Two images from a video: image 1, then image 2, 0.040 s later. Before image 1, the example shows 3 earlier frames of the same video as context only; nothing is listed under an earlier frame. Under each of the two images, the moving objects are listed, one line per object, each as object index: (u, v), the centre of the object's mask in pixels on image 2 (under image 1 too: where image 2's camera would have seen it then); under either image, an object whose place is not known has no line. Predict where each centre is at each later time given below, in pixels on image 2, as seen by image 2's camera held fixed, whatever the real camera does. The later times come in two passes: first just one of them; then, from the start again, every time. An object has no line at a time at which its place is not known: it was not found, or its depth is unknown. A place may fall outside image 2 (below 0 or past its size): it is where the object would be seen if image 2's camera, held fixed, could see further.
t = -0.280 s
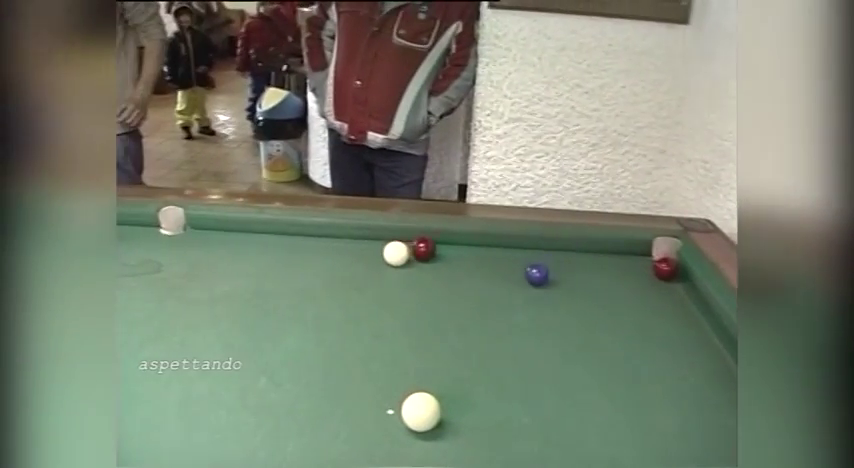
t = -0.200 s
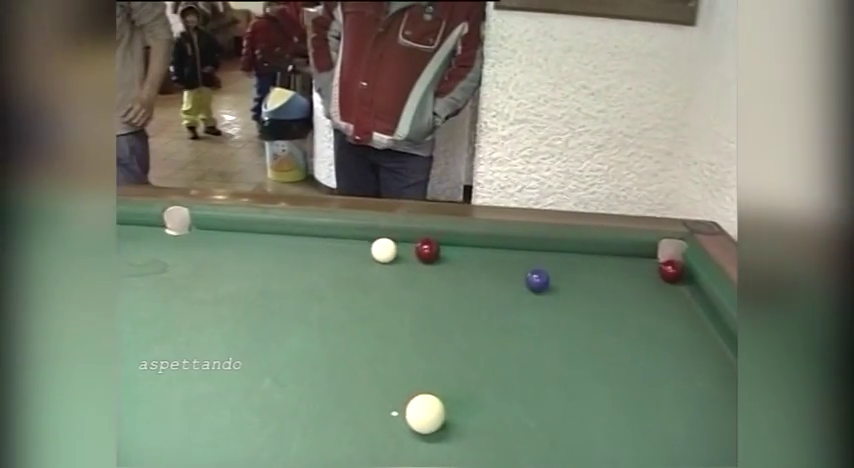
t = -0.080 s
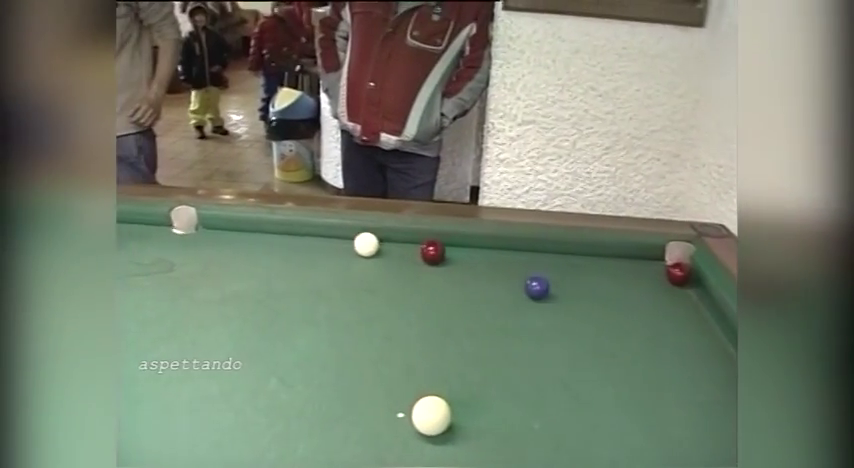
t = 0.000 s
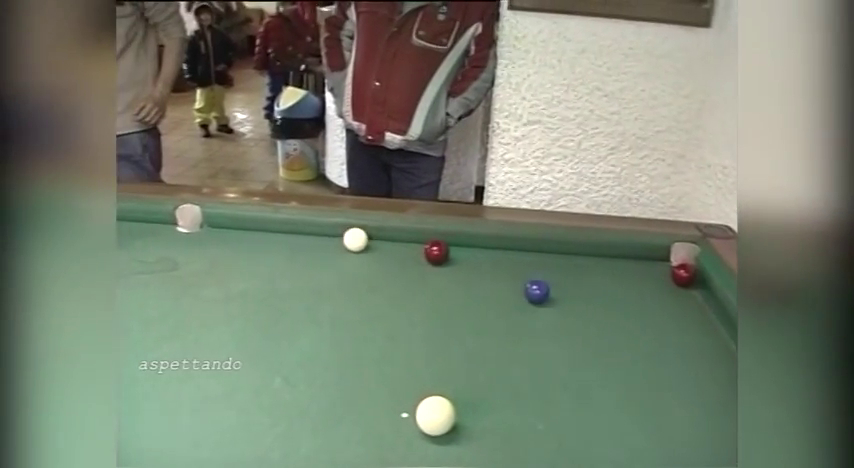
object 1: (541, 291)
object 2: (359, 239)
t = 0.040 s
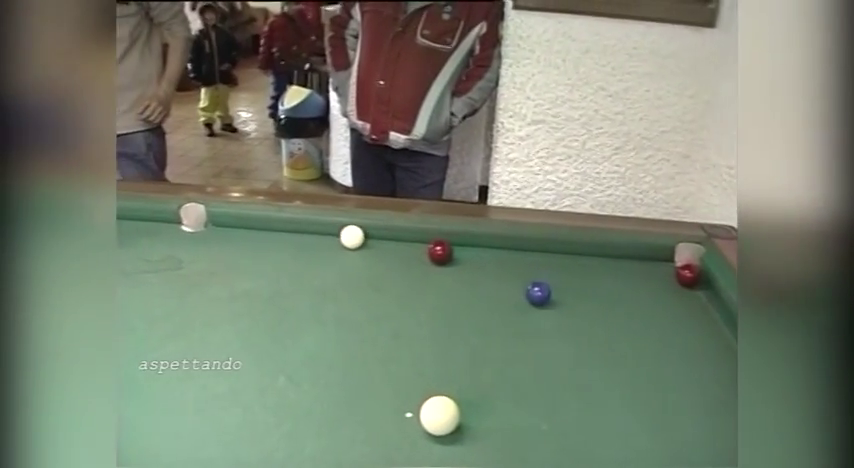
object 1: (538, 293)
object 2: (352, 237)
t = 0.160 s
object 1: (531, 299)
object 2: (330, 232)
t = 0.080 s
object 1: (536, 295)
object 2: (345, 234)
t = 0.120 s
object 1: (533, 297)
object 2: (338, 233)
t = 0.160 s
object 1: (531, 299)
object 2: (330, 232)
